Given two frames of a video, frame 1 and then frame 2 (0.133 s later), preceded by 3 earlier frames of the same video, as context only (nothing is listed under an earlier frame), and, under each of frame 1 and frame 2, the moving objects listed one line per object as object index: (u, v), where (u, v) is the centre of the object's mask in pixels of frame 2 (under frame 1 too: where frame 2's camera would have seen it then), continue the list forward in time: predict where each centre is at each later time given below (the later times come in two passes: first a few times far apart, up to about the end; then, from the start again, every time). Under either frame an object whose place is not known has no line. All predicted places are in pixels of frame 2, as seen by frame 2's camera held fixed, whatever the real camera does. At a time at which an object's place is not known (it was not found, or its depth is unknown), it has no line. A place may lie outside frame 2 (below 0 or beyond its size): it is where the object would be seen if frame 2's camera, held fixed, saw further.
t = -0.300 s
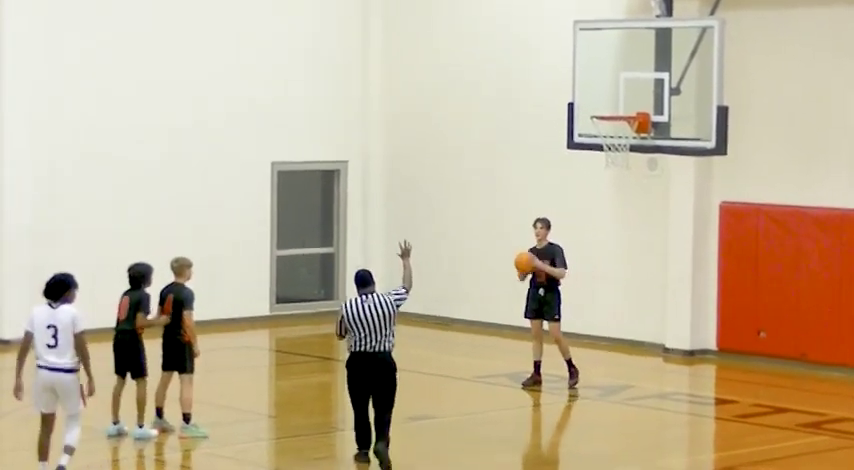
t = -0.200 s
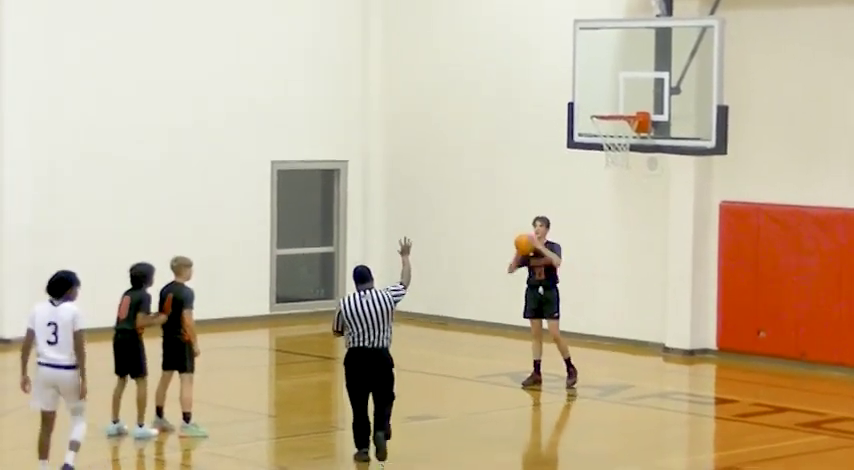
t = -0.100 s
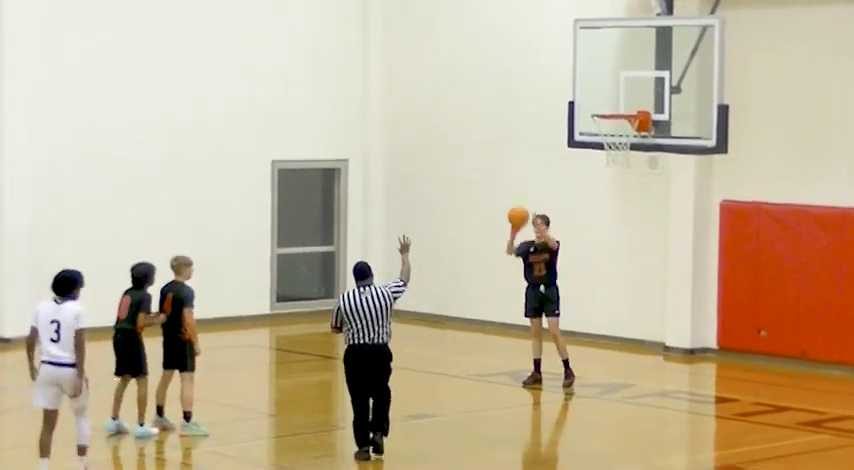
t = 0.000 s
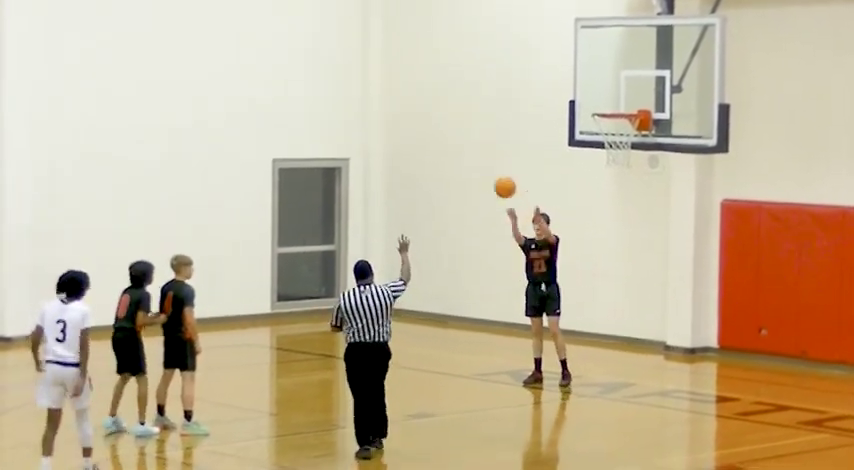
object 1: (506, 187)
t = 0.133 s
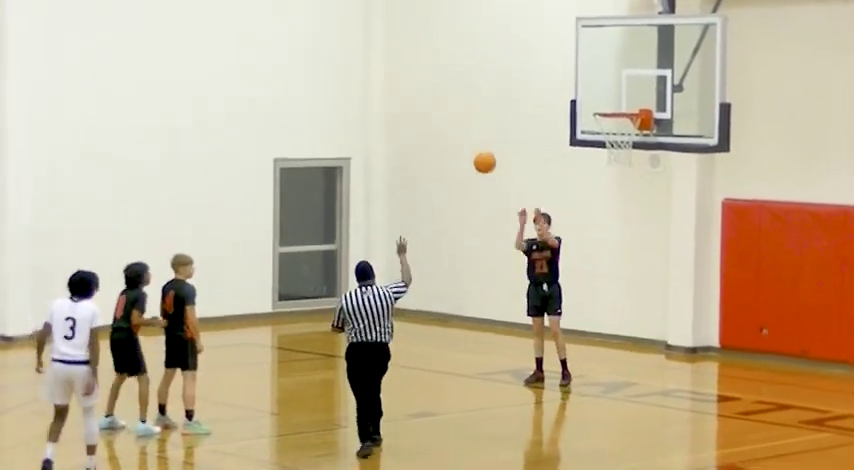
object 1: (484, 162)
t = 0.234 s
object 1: (467, 154)
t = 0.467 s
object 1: (425, 172)
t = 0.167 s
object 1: (479, 158)
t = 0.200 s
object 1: (473, 156)
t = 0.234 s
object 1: (467, 154)
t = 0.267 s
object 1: (462, 153)
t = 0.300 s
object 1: (456, 153)
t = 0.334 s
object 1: (450, 155)
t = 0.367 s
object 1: (445, 156)
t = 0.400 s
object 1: (439, 160)
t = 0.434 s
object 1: (433, 165)
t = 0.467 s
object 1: (425, 172)
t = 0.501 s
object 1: (419, 179)
